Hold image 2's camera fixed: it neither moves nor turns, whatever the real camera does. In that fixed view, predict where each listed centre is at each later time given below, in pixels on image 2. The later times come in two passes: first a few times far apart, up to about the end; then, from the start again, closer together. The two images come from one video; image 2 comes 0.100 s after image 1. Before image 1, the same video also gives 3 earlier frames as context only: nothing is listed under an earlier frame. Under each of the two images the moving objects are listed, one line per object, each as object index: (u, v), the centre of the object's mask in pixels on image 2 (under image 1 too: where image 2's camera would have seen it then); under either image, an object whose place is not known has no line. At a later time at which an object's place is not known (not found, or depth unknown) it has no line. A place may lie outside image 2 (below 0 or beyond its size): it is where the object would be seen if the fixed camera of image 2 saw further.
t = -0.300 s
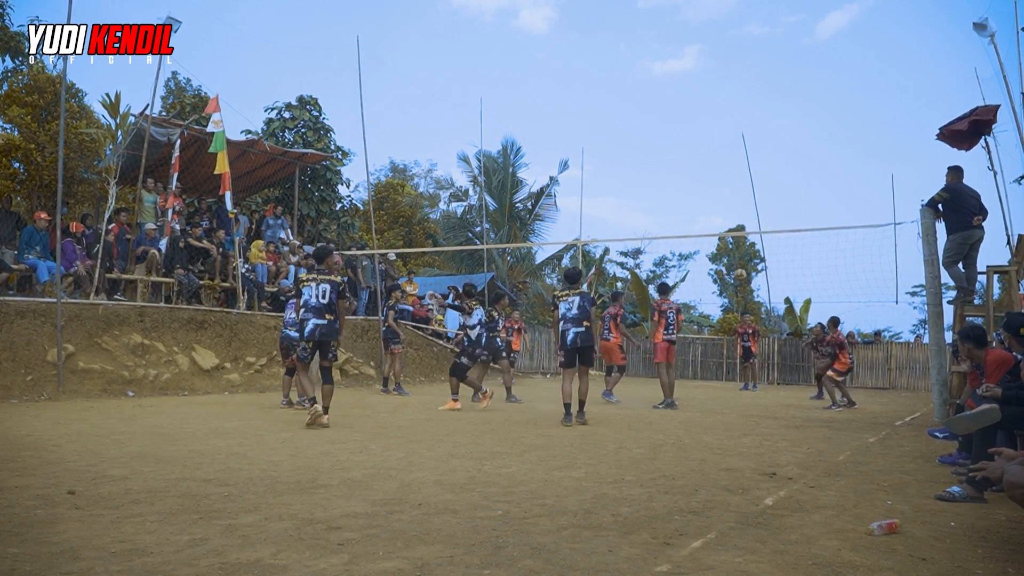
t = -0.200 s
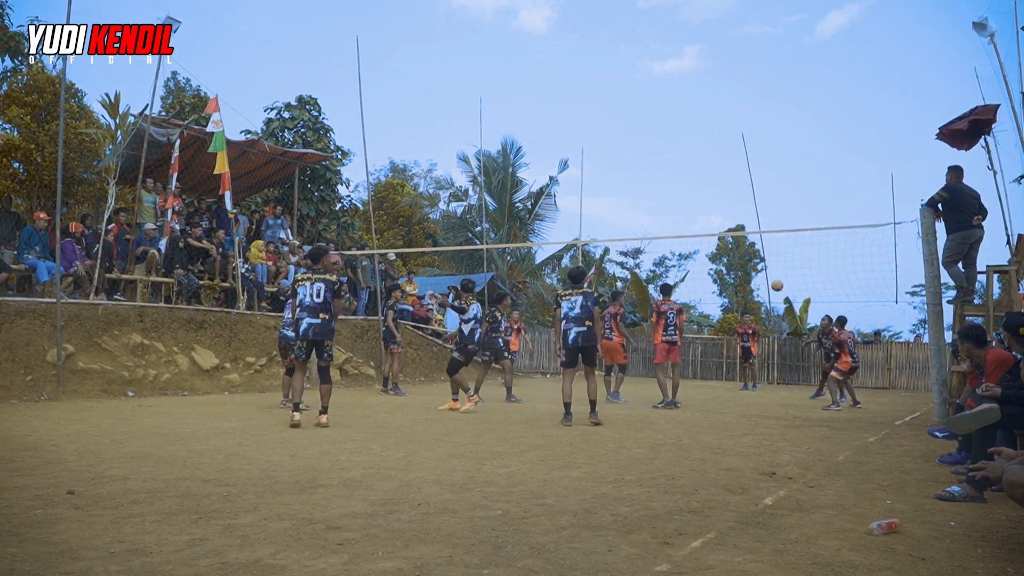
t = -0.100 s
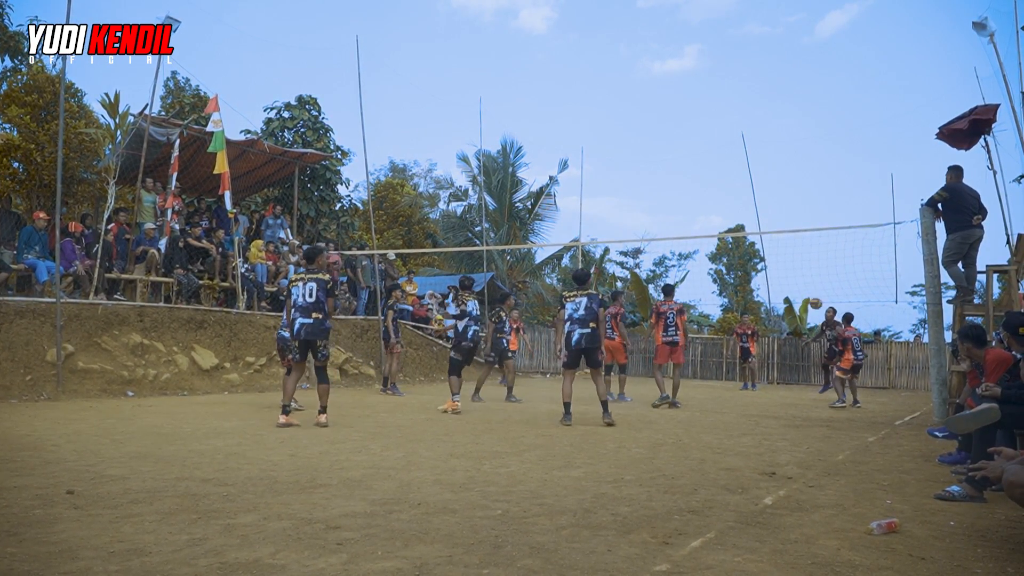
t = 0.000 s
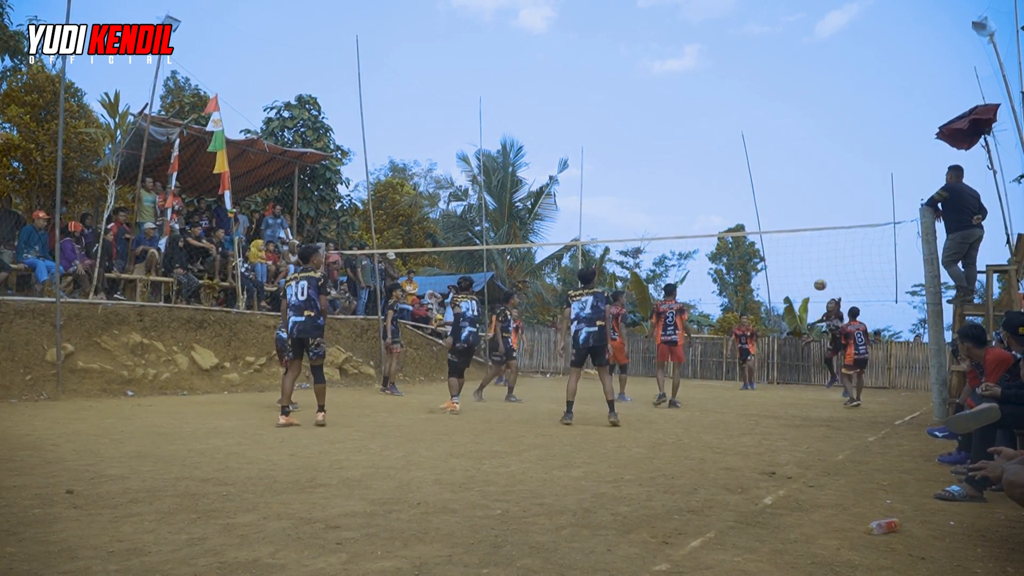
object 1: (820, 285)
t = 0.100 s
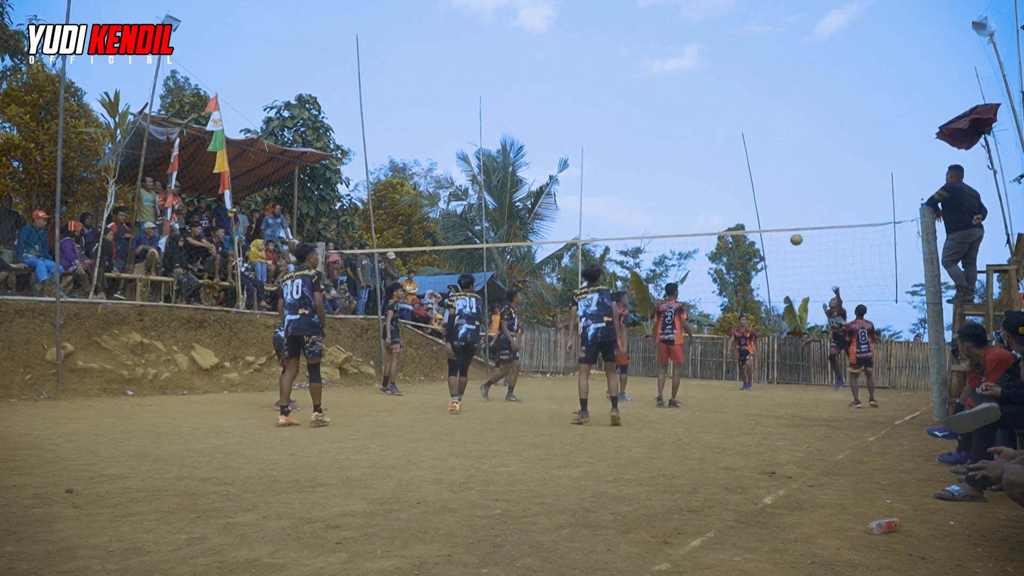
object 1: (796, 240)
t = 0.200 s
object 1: (773, 201)
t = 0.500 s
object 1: (706, 125)
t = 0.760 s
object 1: (652, 101)
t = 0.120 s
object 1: (791, 232)
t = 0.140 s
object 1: (787, 224)
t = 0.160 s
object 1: (782, 216)
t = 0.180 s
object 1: (777, 208)
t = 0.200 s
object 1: (773, 201)
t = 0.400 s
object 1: (728, 144)
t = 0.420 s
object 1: (723, 140)
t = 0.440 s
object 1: (719, 136)
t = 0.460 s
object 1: (715, 132)
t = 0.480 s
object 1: (711, 128)
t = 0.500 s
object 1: (706, 125)
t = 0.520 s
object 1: (702, 122)
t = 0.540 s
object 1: (698, 119)
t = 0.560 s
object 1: (693, 116)
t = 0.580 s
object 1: (689, 114)
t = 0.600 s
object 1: (685, 112)
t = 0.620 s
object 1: (681, 110)
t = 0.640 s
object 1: (677, 108)
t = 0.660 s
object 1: (672, 106)
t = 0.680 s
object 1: (668, 105)
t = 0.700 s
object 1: (664, 104)
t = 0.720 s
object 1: (660, 103)
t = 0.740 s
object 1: (656, 102)
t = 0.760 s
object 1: (652, 101)
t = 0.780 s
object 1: (648, 101)
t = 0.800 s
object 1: (644, 101)
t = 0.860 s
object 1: (632, 102)
